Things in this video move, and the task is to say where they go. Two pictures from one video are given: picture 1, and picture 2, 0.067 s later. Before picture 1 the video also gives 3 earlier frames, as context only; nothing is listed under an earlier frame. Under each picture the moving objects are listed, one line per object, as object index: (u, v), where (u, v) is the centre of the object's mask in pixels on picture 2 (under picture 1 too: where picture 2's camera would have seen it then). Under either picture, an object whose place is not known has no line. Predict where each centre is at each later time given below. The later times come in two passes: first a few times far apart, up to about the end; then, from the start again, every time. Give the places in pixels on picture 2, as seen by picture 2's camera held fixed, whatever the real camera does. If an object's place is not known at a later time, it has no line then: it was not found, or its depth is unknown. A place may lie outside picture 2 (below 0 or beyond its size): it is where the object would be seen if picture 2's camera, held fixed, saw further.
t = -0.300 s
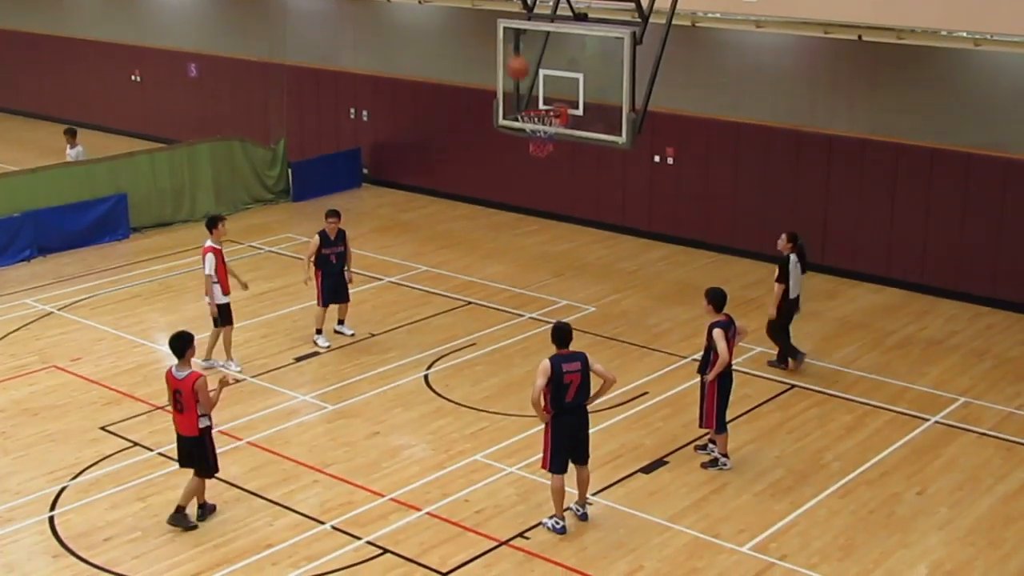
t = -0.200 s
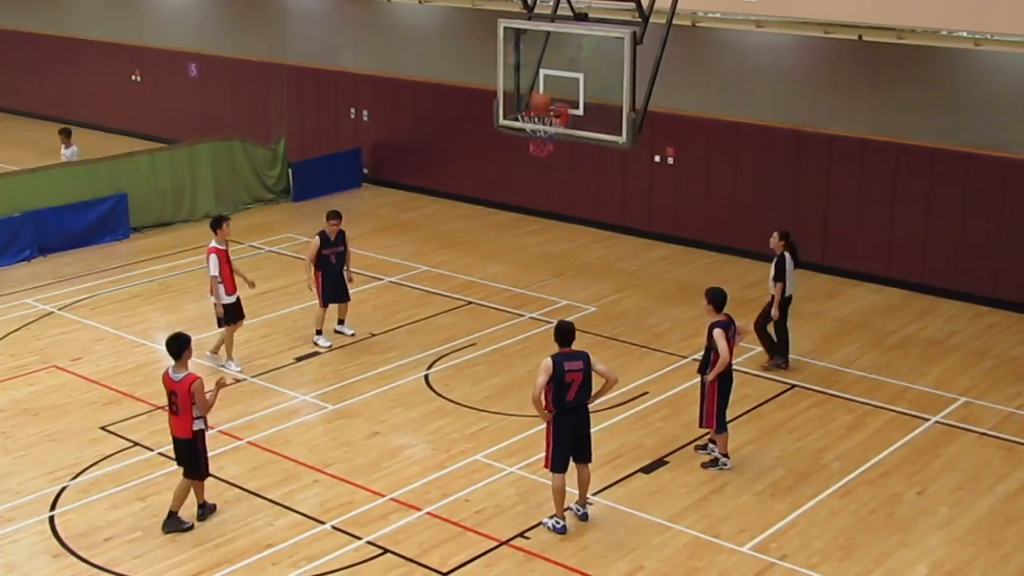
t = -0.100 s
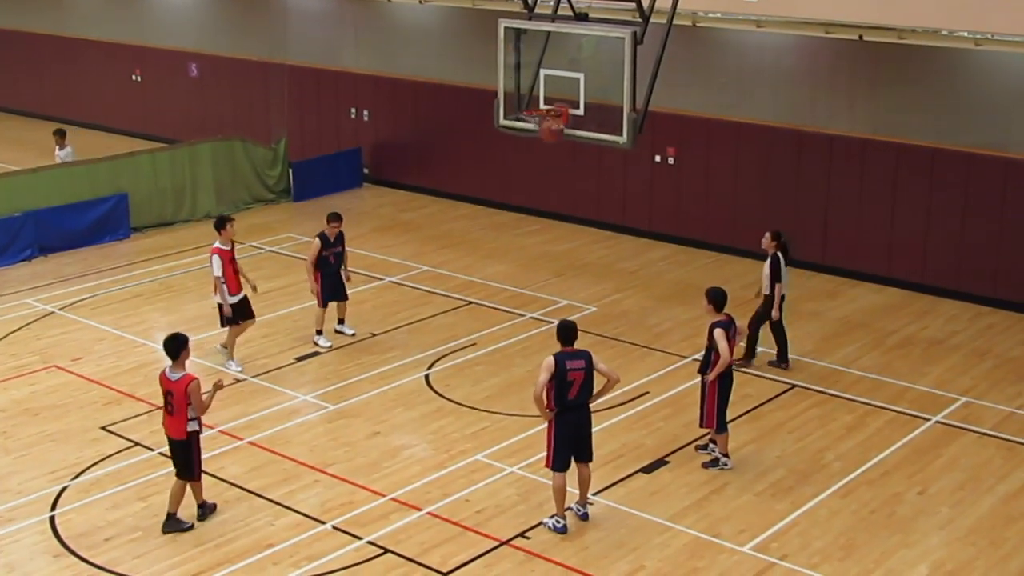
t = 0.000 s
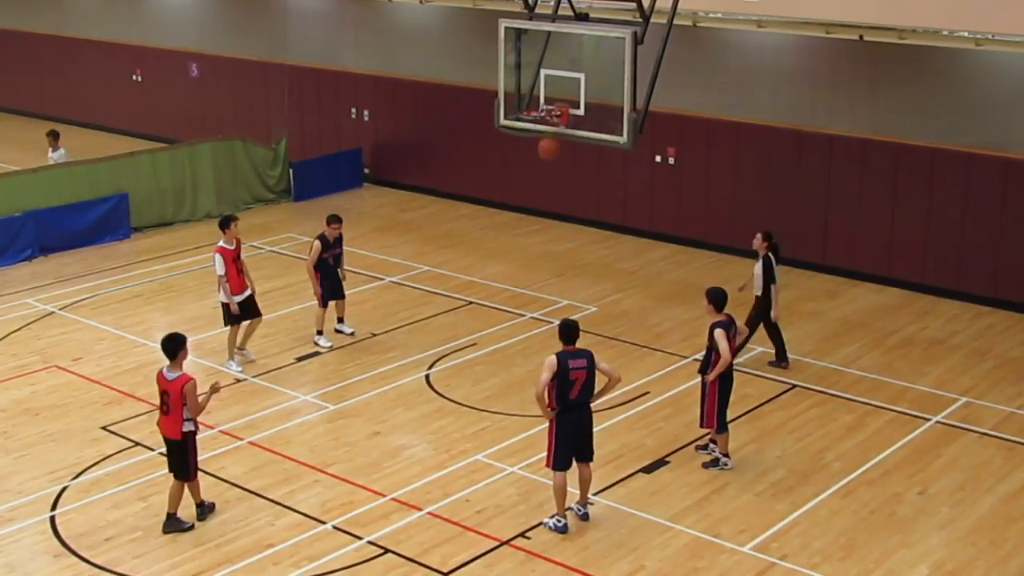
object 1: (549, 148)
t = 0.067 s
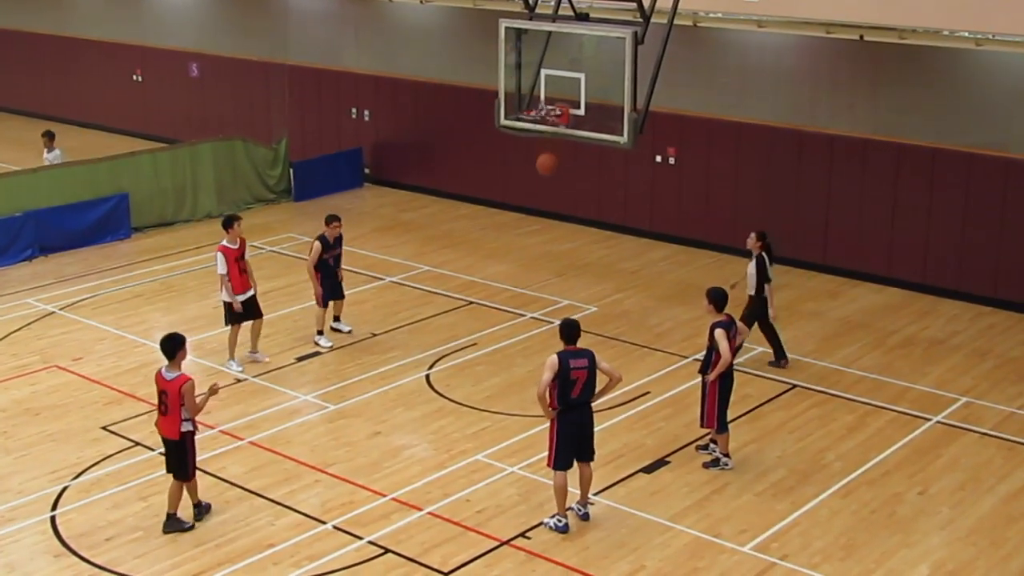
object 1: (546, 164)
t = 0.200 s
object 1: (542, 205)
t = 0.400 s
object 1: (536, 292)
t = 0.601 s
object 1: (524, 311)
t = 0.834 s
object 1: (502, 244)
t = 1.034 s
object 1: (482, 219)
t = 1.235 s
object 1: (461, 226)
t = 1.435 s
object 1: (440, 267)
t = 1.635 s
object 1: (421, 342)
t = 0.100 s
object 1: (546, 172)
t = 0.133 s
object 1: (544, 182)
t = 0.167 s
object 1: (543, 194)
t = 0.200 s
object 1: (542, 205)
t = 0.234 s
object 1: (541, 217)
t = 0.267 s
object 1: (540, 230)
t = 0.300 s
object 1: (540, 246)
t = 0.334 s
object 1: (538, 259)
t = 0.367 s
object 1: (537, 274)
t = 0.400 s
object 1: (536, 292)
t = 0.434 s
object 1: (535, 308)
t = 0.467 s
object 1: (534, 326)
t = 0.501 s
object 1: (534, 346)
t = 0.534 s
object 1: (531, 338)
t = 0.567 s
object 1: (528, 324)
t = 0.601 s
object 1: (524, 311)
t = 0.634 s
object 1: (521, 299)
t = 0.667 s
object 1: (518, 288)
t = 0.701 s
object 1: (515, 277)
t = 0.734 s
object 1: (512, 267)
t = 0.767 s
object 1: (508, 259)
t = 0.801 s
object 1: (505, 251)
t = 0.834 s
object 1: (502, 244)
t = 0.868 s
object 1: (499, 237)
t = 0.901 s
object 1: (495, 232)
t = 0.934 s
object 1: (492, 227)
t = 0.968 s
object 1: (489, 224)
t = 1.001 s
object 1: (485, 220)
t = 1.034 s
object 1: (482, 219)
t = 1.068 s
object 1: (479, 218)
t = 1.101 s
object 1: (475, 217)
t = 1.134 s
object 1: (472, 218)
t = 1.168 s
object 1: (468, 220)
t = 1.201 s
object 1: (465, 222)
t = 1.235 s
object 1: (461, 226)
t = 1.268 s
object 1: (458, 231)
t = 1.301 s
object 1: (455, 236)
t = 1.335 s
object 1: (451, 243)
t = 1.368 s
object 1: (447, 251)
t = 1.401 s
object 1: (444, 258)
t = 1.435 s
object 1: (440, 267)
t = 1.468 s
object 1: (437, 278)
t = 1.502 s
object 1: (434, 289)
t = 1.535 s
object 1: (430, 301)
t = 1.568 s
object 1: (427, 313)
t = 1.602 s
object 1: (424, 328)
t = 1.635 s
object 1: (421, 342)
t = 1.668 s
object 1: (418, 358)
